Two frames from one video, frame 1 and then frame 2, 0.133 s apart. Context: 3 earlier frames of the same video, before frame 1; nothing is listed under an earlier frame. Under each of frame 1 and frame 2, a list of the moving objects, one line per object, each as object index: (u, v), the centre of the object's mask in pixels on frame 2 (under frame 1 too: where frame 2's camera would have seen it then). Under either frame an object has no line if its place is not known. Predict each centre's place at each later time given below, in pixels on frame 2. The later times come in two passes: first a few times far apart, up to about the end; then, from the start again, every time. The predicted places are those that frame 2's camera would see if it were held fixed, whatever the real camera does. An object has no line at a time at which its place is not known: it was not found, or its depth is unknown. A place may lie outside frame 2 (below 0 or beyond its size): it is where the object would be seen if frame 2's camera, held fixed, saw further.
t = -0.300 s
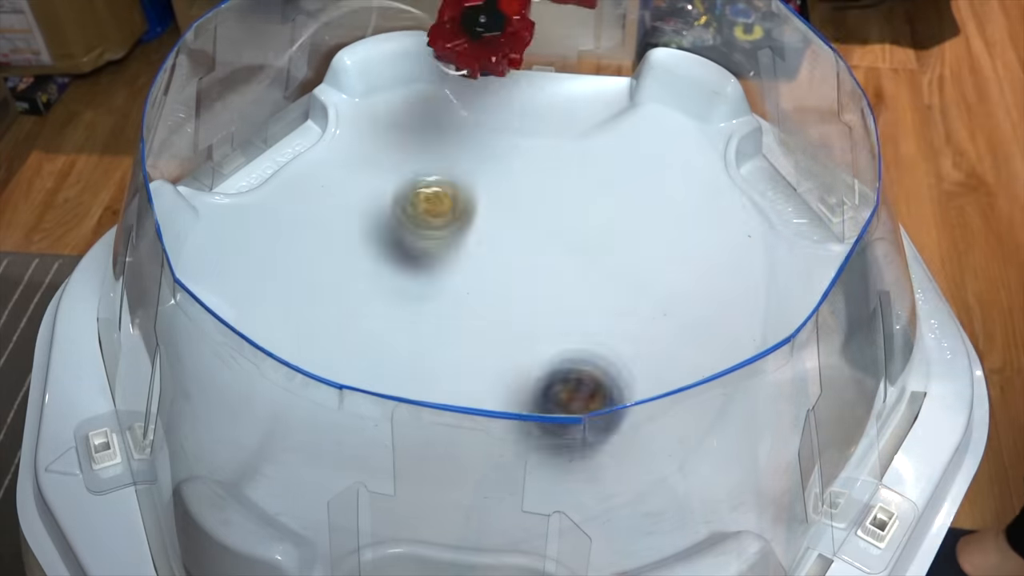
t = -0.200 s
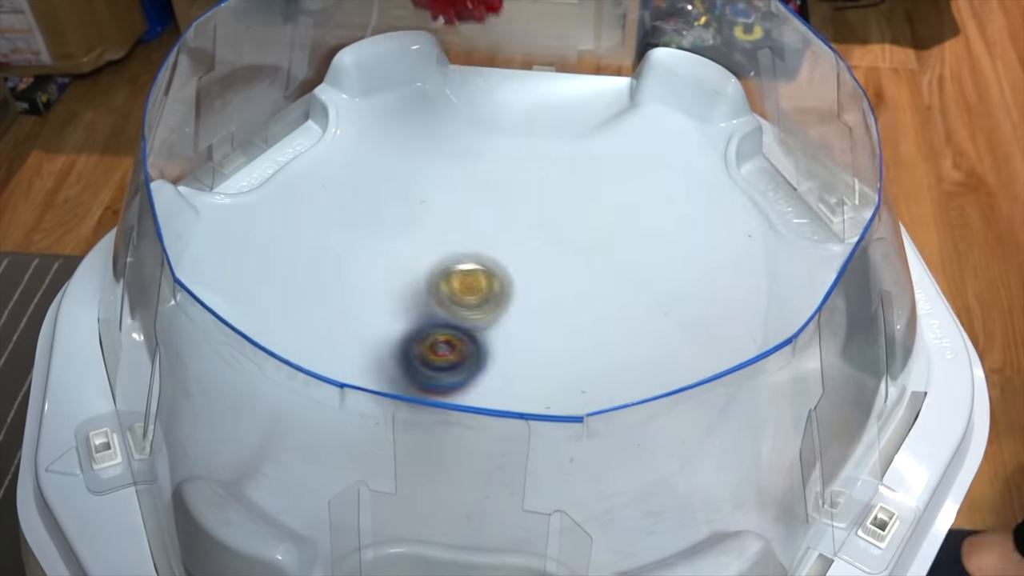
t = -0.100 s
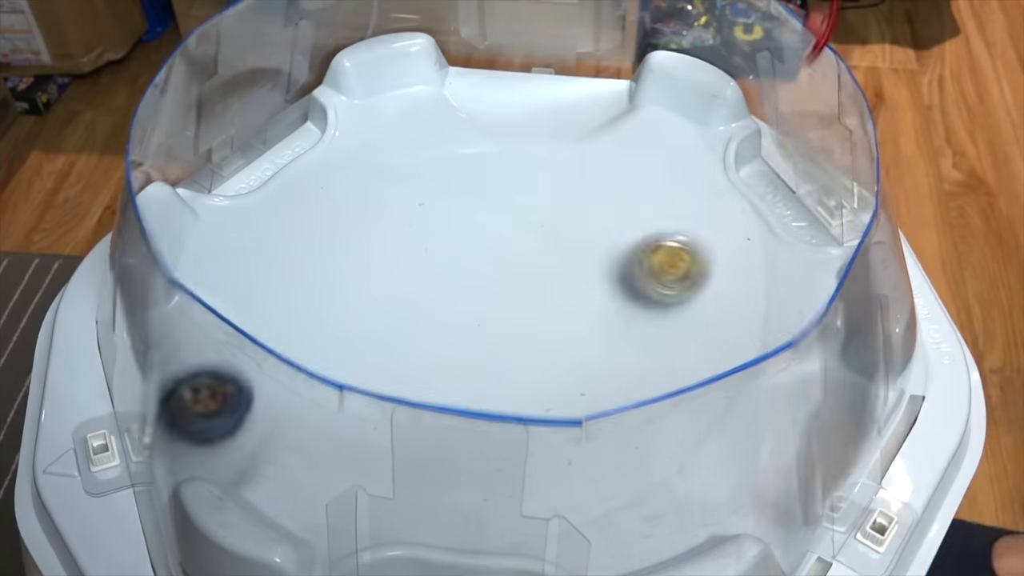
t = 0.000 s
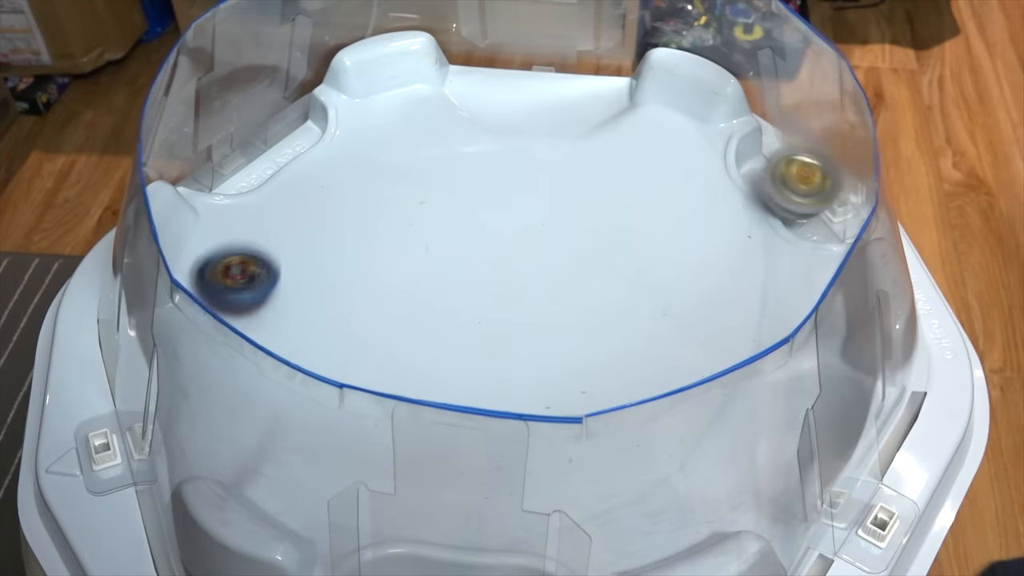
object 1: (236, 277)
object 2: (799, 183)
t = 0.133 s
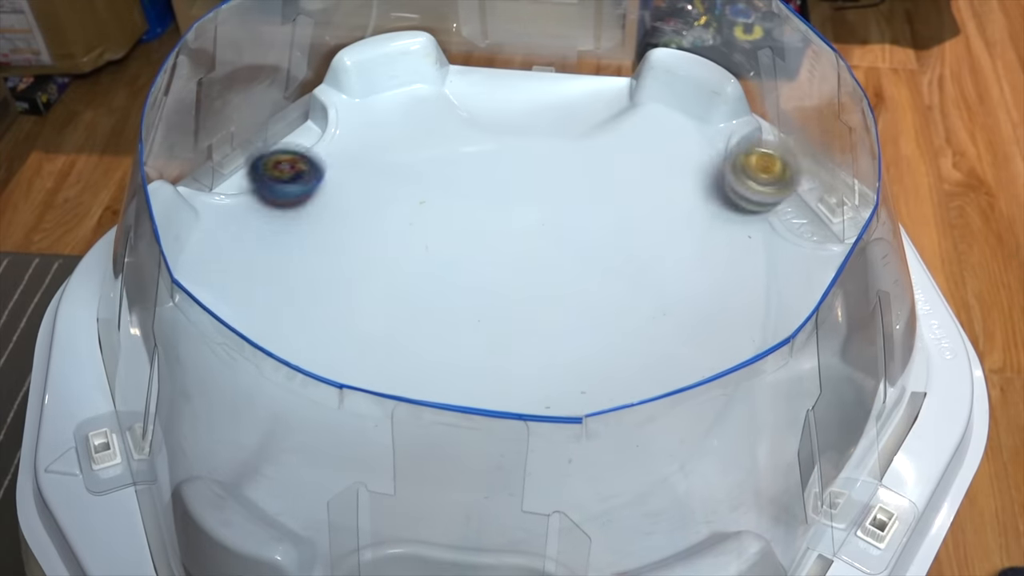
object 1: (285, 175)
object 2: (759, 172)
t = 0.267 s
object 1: (363, 124)
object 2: (672, 201)
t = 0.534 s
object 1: (506, 161)
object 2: (483, 307)
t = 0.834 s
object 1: (578, 344)
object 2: (444, 334)
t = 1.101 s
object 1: (561, 398)
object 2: (529, 319)
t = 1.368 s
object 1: (576, 351)
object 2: (538, 233)
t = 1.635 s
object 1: (574, 240)
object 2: (478, 281)
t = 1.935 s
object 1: (468, 317)
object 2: (557, 334)
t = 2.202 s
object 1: (546, 382)
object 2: (590, 278)
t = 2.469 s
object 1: (640, 290)
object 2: (499, 267)
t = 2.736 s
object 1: (472, 223)
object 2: (493, 364)
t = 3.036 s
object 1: (378, 396)
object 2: (659, 319)
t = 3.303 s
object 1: (640, 458)
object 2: (523, 181)
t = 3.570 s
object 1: (699, 254)
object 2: (282, 265)
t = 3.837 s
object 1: (455, 136)
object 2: (213, 376)
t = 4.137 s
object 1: (307, 154)
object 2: (207, 347)
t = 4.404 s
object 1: (437, 105)
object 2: (396, 338)
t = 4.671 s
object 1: (523, 165)
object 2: (627, 187)
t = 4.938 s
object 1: (563, 281)
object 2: (611, 96)
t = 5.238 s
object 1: (543, 357)
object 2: (590, 96)
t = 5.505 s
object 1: (526, 337)
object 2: (597, 103)
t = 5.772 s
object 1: (512, 314)
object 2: (559, 119)
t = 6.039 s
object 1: (481, 347)
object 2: (435, 288)
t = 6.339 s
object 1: (533, 408)
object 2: (447, 432)
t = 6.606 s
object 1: (569, 305)
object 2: (546, 481)
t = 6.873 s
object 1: (475, 256)
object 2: (600, 340)
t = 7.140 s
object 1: (416, 270)
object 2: (429, 159)
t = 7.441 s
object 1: (517, 311)
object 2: (262, 181)
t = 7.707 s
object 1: (574, 274)
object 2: (325, 305)
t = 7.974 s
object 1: (558, 239)
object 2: (654, 304)
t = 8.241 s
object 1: (509, 309)
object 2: (729, 137)
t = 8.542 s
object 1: (550, 361)
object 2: (578, 184)
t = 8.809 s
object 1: (576, 324)
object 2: (463, 373)
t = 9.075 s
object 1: (476, 295)
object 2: (565, 475)
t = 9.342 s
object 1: (428, 318)
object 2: (665, 474)
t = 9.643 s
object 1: (508, 325)
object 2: (593, 319)
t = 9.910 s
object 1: (389, 259)
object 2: (546, 181)
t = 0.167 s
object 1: (303, 158)
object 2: (738, 179)
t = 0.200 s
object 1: (322, 144)
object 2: (717, 186)
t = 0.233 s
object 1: (343, 132)
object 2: (696, 193)
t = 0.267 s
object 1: (363, 124)
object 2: (672, 201)
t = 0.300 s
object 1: (383, 119)
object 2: (650, 210)
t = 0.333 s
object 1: (403, 118)
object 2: (624, 221)
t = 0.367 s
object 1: (422, 118)
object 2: (600, 235)
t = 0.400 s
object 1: (440, 122)
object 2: (574, 249)
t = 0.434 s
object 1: (458, 128)
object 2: (549, 264)
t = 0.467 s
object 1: (475, 136)
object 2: (526, 279)
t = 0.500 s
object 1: (491, 147)
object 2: (504, 294)
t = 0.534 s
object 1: (506, 161)
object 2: (483, 307)
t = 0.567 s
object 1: (520, 177)
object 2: (463, 316)
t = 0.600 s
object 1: (532, 194)
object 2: (446, 323)
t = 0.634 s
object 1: (544, 215)
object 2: (434, 328)
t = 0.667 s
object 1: (553, 238)
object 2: (426, 331)
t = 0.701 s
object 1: (562, 260)
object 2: (423, 333)
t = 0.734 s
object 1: (568, 282)
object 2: (425, 334)
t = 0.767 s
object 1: (574, 304)
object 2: (429, 334)
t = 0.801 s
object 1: (576, 324)
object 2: (436, 334)
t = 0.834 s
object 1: (578, 344)
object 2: (444, 334)
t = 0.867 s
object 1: (579, 359)
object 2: (453, 334)
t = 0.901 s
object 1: (577, 372)
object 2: (463, 334)
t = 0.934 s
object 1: (574, 379)
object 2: (473, 335)
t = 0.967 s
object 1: (571, 383)
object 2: (484, 336)
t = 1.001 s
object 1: (566, 385)
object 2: (496, 336)
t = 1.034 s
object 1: (564, 386)
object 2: (508, 335)
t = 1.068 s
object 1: (561, 386)
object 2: (518, 332)
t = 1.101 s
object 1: (561, 398)
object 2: (529, 319)
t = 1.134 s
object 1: (562, 403)
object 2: (536, 305)
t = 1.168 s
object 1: (565, 403)
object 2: (544, 291)
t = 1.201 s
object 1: (567, 401)
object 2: (549, 277)
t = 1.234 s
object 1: (569, 387)
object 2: (552, 264)
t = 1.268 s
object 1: (571, 383)
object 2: (551, 252)
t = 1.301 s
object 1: (573, 377)
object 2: (549, 244)
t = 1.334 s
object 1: (574, 365)
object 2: (544, 237)
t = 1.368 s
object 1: (576, 351)
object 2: (538, 233)
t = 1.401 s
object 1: (576, 337)
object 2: (529, 232)
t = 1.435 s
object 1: (577, 319)
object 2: (519, 233)
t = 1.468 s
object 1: (578, 303)
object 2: (510, 236)
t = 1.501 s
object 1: (580, 287)
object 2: (500, 242)
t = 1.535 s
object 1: (581, 272)
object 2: (492, 249)
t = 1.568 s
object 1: (583, 259)
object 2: (484, 258)
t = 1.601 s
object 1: (580, 248)
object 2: (480, 269)
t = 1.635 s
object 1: (574, 240)
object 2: (478, 281)
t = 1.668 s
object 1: (564, 235)
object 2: (479, 293)
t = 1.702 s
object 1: (550, 233)
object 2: (482, 304)
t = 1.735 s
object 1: (534, 236)
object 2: (489, 314)
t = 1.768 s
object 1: (518, 243)
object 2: (497, 322)
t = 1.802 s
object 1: (503, 253)
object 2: (507, 329)
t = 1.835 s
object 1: (490, 267)
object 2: (520, 335)
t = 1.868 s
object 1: (479, 283)
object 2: (532, 336)
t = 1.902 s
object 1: (473, 301)
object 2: (545, 336)
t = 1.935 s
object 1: (468, 317)
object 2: (557, 334)
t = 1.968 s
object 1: (466, 332)
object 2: (569, 331)
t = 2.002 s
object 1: (467, 340)
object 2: (574, 328)
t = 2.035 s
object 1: (472, 353)
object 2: (584, 322)
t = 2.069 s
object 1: (480, 364)
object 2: (591, 314)
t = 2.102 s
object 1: (492, 373)
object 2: (595, 307)
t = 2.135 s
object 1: (508, 378)
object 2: (595, 297)
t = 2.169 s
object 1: (527, 382)
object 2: (594, 288)
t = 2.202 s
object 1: (546, 382)
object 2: (590, 278)
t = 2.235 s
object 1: (568, 381)
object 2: (583, 270)
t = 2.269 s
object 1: (586, 377)
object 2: (573, 263)
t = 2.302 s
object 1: (604, 368)
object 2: (563, 257)
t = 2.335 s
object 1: (618, 357)
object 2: (550, 255)
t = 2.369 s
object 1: (631, 343)
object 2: (537, 255)
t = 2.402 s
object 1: (639, 327)
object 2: (523, 256)
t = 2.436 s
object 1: (644, 309)
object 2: (510, 261)
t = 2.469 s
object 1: (640, 290)
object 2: (499, 267)
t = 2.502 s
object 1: (632, 271)
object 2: (489, 276)
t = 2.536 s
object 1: (617, 254)
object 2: (480, 286)
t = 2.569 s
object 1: (598, 240)
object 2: (475, 297)
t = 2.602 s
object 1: (574, 230)
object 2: (471, 309)
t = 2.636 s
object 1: (549, 222)
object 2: (472, 323)
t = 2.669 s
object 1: (523, 218)
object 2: (475, 337)
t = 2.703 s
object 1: (498, 219)
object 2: (482, 352)
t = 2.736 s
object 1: (472, 223)
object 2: (493, 364)
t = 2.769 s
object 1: (447, 231)
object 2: (509, 373)
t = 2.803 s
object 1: (422, 243)
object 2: (529, 379)
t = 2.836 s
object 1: (401, 258)
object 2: (551, 381)
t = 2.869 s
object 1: (382, 276)
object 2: (572, 380)
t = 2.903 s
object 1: (368, 297)
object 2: (594, 376)
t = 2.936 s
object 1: (360, 320)
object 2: (616, 367)
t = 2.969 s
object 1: (359, 345)
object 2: (635, 356)
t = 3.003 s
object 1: (366, 370)
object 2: (650, 339)
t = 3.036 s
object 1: (378, 396)
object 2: (659, 319)
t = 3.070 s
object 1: (396, 420)
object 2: (663, 297)
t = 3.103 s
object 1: (422, 442)
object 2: (660, 275)
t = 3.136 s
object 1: (454, 462)
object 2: (651, 253)
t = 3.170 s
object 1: (490, 473)
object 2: (635, 233)
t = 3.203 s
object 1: (528, 478)
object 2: (613, 215)
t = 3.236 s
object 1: (568, 479)
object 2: (586, 200)
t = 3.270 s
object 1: (607, 471)
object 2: (556, 189)
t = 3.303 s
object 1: (640, 458)
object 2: (523, 181)
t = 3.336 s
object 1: (672, 440)
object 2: (489, 178)
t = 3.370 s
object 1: (692, 417)
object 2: (453, 179)
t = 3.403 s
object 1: (710, 391)
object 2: (419, 183)
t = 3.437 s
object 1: (720, 365)
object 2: (388, 192)
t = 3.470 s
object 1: (724, 335)
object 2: (355, 205)
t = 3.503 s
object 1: (722, 308)
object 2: (328, 222)
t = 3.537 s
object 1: (714, 281)
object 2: (303, 242)
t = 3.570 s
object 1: (699, 254)
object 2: (282, 265)
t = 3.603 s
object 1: (679, 228)
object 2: (265, 292)
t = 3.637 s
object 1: (655, 205)
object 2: (253, 320)
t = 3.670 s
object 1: (627, 185)
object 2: (241, 351)
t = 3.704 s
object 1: (595, 169)
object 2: (229, 380)
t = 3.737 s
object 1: (562, 155)
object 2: (220, 407)
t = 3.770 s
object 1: (527, 145)
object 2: (212, 431)
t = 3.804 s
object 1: (491, 139)
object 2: (211, 402)
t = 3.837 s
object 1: (455, 136)
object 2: (213, 376)
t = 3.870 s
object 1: (420, 136)
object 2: (222, 360)
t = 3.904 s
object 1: (386, 140)
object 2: (228, 340)
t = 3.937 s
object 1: (354, 148)
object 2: (231, 315)
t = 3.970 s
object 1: (325, 159)
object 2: (237, 297)
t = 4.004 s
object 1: (301, 173)
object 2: (238, 276)
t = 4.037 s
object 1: (280, 190)
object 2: (241, 265)
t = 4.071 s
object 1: (274, 194)
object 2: (240, 268)
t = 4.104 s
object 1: (290, 172)
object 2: (223, 306)
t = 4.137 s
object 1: (307, 154)
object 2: (207, 347)
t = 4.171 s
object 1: (324, 138)
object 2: (196, 378)
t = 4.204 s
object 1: (342, 126)
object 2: (198, 415)
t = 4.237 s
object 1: (360, 117)
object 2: (217, 430)
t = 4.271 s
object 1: (377, 110)
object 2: (249, 397)
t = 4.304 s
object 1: (393, 107)
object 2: (283, 376)
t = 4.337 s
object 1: (409, 104)
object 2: (319, 363)
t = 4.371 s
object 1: (423, 104)
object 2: (356, 354)
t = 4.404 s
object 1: (437, 105)
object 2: (396, 338)
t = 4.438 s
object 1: (450, 109)
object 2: (437, 327)
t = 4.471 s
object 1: (462, 113)
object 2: (477, 309)
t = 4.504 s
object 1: (474, 119)
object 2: (513, 292)
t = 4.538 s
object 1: (485, 126)
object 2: (547, 271)
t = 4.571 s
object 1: (495, 134)
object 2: (574, 248)
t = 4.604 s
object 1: (505, 144)
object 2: (597, 226)
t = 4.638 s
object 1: (514, 154)
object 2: (614, 206)
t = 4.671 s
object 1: (523, 165)
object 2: (627, 187)
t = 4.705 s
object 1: (531, 177)
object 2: (635, 170)
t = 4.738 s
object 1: (539, 190)
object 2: (639, 155)
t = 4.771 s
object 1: (545, 203)
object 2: (640, 142)
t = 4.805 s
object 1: (551, 219)
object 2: (638, 130)
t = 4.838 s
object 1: (555, 234)
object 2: (633, 119)
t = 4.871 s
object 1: (558, 249)
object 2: (628, 110)
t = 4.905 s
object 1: (561, 266)
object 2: (620, 104)
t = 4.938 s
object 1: (563, 281)
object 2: (611, 96)
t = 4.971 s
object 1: (563, 295)
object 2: (600, 94)
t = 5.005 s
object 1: (563, 308)
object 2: (590, 84)
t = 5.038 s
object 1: (563, 320)
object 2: (584, 77)
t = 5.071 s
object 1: (560, 332)
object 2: (580, 71)
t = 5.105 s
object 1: (558, 340)
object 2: (577, 73)
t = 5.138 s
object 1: (555, 346)
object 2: (577, 77)
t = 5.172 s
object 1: (551, 351)
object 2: (579, 80)
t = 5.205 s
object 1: (548, 355)
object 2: (583, 87)
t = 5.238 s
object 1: (543, 357)
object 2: (590, 96)
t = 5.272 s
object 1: (541, 357)
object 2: (597, 99)
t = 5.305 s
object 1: (537, 358)
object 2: (603, 102)
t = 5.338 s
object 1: (535, 354)
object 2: (607, 103)
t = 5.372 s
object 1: (534, 353)
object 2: (608, 103)
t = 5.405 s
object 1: (531, 350)
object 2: (607, 103)
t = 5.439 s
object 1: (529, 346)
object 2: (606, 103)
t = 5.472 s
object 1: (527, 340)
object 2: (602, 104)
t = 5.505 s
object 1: (526, 337)
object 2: (597, 103)
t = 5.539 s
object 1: (525, 331)
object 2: (592, 104)
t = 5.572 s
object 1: (524, 327)
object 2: (586, 104)
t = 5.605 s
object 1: (522, 323)
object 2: (580, 102)
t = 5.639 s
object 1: (521, 320)
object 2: (575, 100)
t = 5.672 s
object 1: (520, 317)
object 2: (571, 102)
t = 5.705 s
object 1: (518, 314)
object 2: (567, 105)
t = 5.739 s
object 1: (516, 314)
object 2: (563, 110)
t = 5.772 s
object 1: (512, 314)
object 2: (559, 119)
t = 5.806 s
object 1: (509, 315)
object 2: (554, 132)
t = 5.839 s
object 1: (505, 317)
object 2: (544, 148)
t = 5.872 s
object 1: (500, 319)
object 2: (531, 167)
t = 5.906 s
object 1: (495, 323)
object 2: (515, 189)
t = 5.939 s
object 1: (490, 327)
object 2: (496, 213)
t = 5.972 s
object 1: (485, 330)
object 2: (476, 239)
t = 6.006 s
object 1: (481, 334)
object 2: (456, 265)
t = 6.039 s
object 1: (481, 347)
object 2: (435, 288)
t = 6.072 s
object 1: (480, 360)
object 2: (417, 308)
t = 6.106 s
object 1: (480, 372)
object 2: (407, 329)
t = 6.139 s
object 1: (480, 377)
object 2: (402, 348)
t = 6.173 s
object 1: (488, 383)
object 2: (398, 362)
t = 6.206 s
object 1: (495, 396)
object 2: (398, 380)
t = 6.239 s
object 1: (503, 402)
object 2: (404, 395)
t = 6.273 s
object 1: (511, 406)
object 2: (416, 408)
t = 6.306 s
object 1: (521, 408)
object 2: (432, 421)
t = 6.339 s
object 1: (533, 408)
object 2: (447, 432)
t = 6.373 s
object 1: (553, 400)
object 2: (456, 446)
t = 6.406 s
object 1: (568, 387)
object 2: (466, 457)
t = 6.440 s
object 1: (578, 378)
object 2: (478, 466)
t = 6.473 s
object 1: (583, 364)
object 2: (491, 474)
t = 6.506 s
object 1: (585, 349)
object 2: (502, 478)
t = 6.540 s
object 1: (582, 334)
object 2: (516, 482)
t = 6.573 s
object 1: (576, 319)
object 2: (530, 483)
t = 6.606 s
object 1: (569, 305)
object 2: (546, 481)
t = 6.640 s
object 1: (558, 292)
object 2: (560, 476)
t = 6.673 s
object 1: (547, 282)
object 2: (573, 468)
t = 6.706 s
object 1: (535, 273)
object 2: (586, 457)
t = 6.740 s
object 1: (522, 266)
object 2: (595, 436)
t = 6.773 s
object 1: (509, 261)
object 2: (599, 415)
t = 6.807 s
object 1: (497, 258)
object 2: (605, 391)
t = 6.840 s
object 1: (485, 256)
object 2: (605, 367)
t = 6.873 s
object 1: (475, 256)
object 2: (600, 340)
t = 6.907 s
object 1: (465, 256)
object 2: (589, 310)
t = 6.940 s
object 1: (456, 256)
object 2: (574, 281)
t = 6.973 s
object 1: (448, 256)
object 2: (555, 253)
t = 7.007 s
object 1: (440, 257)
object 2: (532, 227)
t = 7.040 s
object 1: (433, 258)
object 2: (507, 204)
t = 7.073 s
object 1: (426, 261)
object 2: (481, 184)
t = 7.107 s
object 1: (420, 264)
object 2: (456, 170)
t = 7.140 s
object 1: (416, 270)
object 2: (429, 159)
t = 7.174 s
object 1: (415, 277)
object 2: (404, 152)
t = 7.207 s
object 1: (418, 286)
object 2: (379, 147)
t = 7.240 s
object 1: (425, 295)
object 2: (355, 144)
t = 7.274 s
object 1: (436, 303)
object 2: (331, 144)
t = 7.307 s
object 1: (452, 308)
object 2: (310, 143)
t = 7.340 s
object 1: (467, 312)
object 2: (291, 147)
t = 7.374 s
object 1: (484, 313)
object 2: (280, 154)
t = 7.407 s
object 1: (501, 313)
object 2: (267, 164)
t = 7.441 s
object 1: (517, 311)
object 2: (262, 181)
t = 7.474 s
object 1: (529, 307)
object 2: (258, 198)
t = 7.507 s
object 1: (541, 303)
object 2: (257, 212)
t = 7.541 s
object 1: (551, 299)
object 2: (257, 226)
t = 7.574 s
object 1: (558, 294)
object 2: (260, 240)
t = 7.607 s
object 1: (564, 289)
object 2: (270, 256)
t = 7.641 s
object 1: (569, 284)
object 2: (281, 271)
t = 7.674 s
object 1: (571, 279)
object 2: (301, 287)
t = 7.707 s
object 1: (574, 274)
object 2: (325, 305)
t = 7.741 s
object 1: (576, 269)
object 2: (358, 322)
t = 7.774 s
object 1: (577, 264)
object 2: (396, 339)
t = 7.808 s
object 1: (578, 259)
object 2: (441, 349)
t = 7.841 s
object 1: (577, 254)
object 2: (490, 354)
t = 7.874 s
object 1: (576, 248)
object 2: (534, 351)
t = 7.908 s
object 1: (573, 244)
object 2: (581, 339)
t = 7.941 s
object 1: (567, 240)
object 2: (623, 323)
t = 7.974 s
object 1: (558, 239)
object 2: (654, 304)
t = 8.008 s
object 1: (549, 241)
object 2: (684, 281)
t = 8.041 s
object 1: (539, 247)
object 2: (704, 258)
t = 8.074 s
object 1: (530, 255)
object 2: (720, 237)
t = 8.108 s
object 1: (522, 264)
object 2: (731, 214)
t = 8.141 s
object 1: (517, 275)
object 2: (739, 192)
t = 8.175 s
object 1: (513, 287)
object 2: (742, 171)
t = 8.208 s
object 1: (510, 298)
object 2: (740, 151)
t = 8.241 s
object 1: (509, 309)
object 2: (729, 137)
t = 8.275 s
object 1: (511, 319)
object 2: (722, 126)
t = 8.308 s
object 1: (512, 329)
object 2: (714, 114)
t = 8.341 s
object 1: (516, 337)
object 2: (699, 110)
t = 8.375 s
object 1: (521, 344)
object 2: (678, 119)
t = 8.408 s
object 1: (526, 350)
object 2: (657, 134)
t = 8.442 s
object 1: (532, 355)
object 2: (638, 141)
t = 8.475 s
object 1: (536, 357)
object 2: (619, 153)
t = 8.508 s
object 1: (543, 359)
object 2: (599, 167)
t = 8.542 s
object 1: (550, 361)
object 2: (578, 184)
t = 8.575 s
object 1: (558, 362)
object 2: (558, 201)
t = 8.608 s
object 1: (565, 361)
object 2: (537, 223)
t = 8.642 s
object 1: (573, 359)
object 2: (517, 248)
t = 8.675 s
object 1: (580, 355)
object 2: (497, 275)
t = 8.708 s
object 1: (585, 348)
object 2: (481, 302)
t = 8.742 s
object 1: (587, 340)
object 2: (471, 328)
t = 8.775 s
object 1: (582, 332)
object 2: (463, 354)
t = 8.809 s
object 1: (576, 324)
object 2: (463, 373)
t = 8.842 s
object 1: (565, 317)
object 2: (464, 396)
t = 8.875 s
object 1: (554, 310)
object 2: (471, 415)
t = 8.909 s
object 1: (541, 305)
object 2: (482, 429)
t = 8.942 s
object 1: (527, 301)
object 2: (496, 441)
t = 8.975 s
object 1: (514, 298)
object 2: (513, 457)
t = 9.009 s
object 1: (500, 296)
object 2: (529, 463)
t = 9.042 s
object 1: (488, 295)
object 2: (548, 472)
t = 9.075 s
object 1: (476, 295)
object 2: (565, 475)
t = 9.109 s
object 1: (466, 295)
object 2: (581, 479)
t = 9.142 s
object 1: (457, 297)
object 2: (598, 483)
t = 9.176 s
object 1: (449, 299)
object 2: (612, 485)
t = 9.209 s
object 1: (442, 301)
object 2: (626, 486)
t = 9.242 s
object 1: (437, 305)
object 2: (638, 486)
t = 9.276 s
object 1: (433, 309)
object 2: (650, 484)
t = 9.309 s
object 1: (429, 313)
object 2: (659, 480)
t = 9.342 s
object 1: (428, 318)
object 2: (665, 474)
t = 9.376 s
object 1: (427, 323)
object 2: (670, 464)
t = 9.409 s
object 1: (430, 330)
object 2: (671, 453)
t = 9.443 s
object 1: (436, 335)
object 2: (669, 440)
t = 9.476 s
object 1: (446, 340)
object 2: (664, 423)
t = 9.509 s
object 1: (458, 341)
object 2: (655, 405)
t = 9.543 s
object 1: (471, 341)
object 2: (644, 386)
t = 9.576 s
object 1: (484, 337)
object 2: (630, 364)
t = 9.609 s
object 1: (496, 332)
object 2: (613, 342)
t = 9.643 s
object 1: (508, 325)
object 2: (593, 319)
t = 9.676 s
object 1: (487, 314)
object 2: (596, 294)
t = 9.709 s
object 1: (457, 300)
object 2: (606, 270)
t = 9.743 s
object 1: (434, 286)
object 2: (608, 249)
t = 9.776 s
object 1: (417, 274)
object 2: (604, 229)
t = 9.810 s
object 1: (404, 265)
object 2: (598, 212)
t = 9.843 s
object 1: (396, 260)
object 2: (584, 198)
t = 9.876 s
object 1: (391, 259)
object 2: (567, 188)
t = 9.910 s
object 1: (389, 259)
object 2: (546, 181)
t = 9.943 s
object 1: (387, 261)
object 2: (524, 177)
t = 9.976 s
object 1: (387, 265)
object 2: (497, 175)
